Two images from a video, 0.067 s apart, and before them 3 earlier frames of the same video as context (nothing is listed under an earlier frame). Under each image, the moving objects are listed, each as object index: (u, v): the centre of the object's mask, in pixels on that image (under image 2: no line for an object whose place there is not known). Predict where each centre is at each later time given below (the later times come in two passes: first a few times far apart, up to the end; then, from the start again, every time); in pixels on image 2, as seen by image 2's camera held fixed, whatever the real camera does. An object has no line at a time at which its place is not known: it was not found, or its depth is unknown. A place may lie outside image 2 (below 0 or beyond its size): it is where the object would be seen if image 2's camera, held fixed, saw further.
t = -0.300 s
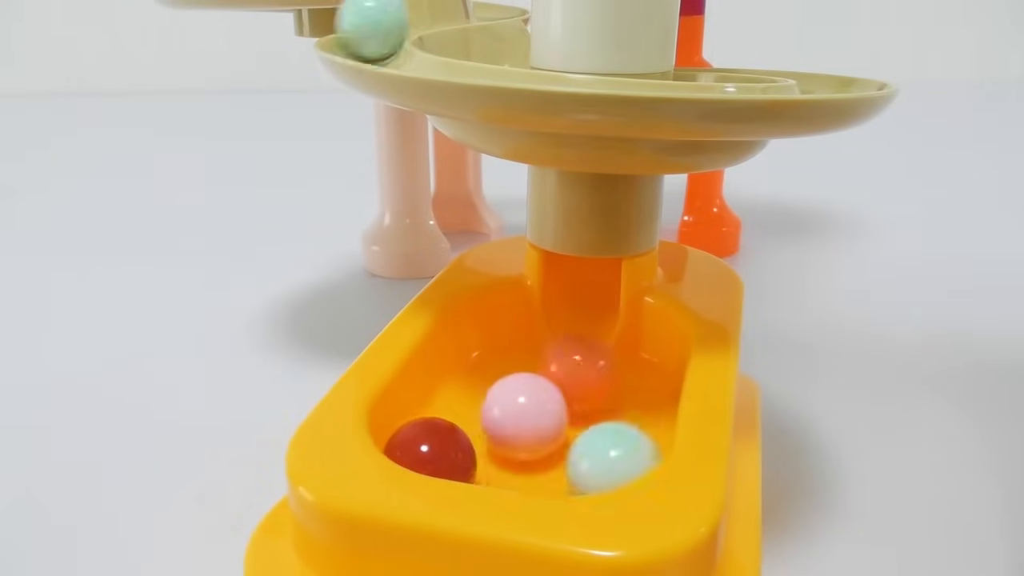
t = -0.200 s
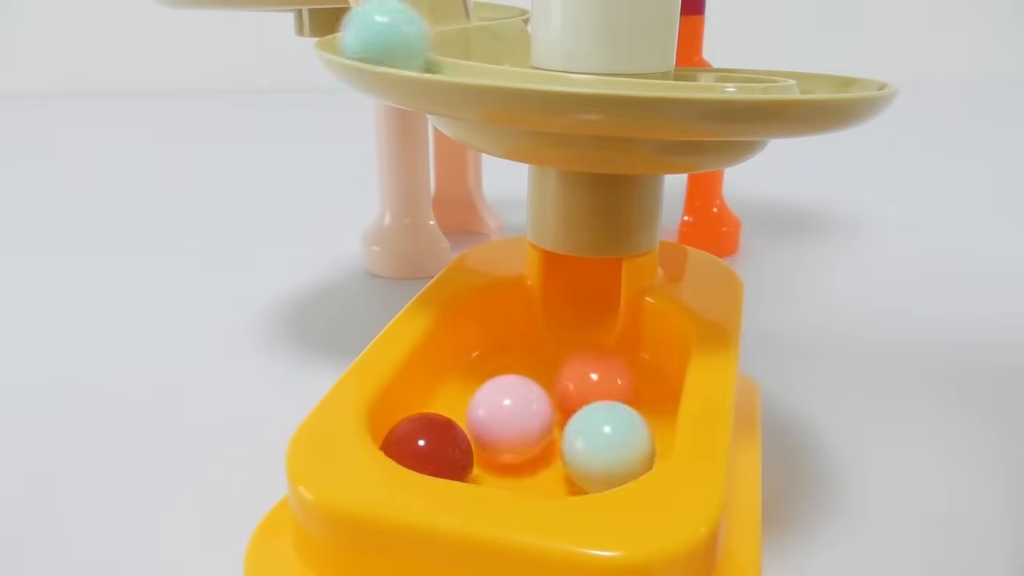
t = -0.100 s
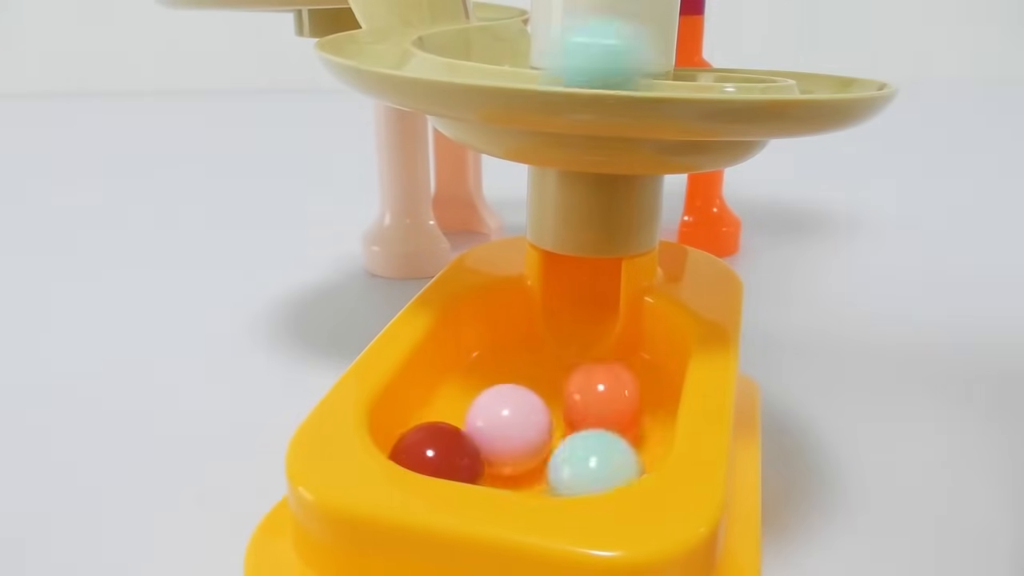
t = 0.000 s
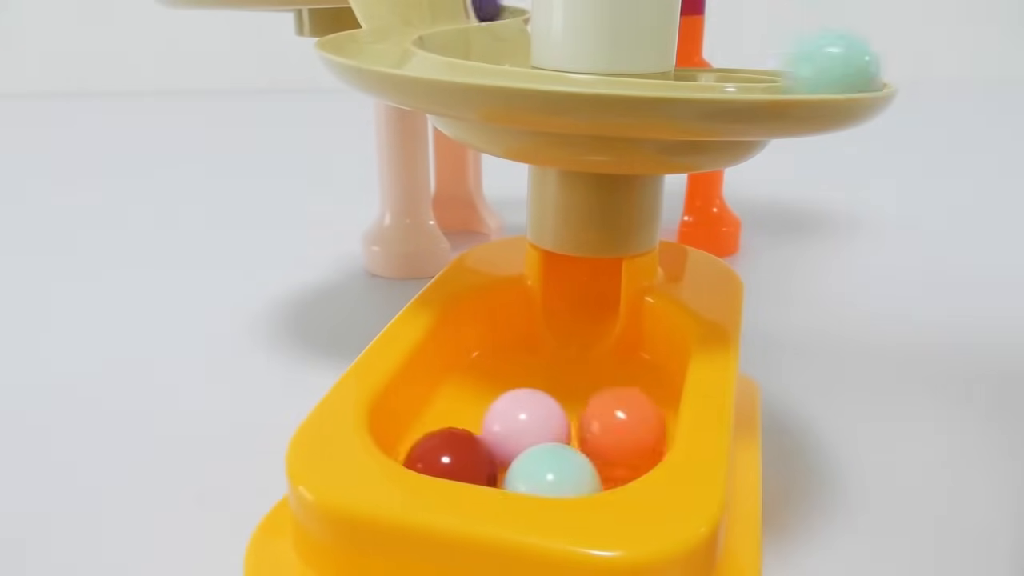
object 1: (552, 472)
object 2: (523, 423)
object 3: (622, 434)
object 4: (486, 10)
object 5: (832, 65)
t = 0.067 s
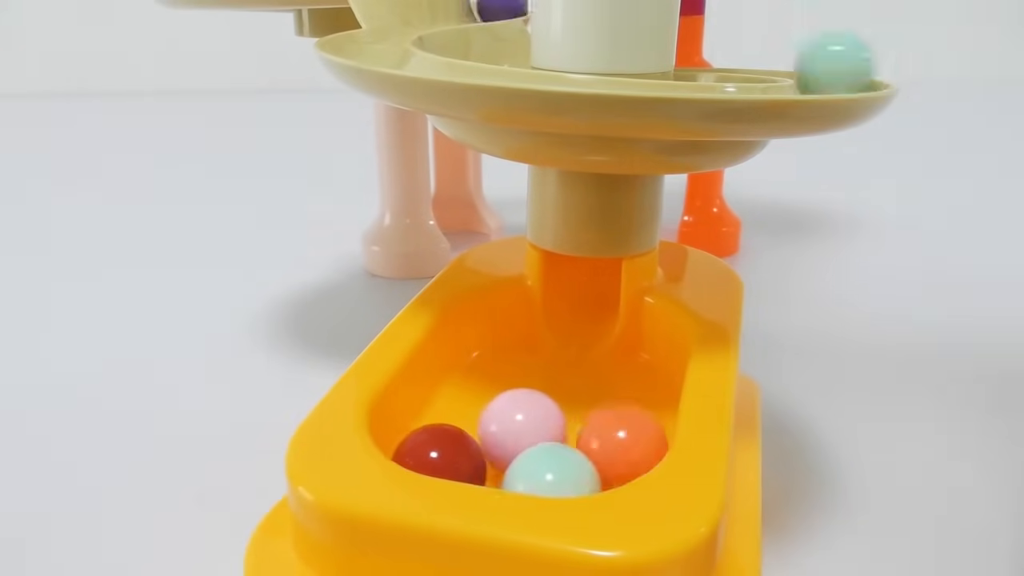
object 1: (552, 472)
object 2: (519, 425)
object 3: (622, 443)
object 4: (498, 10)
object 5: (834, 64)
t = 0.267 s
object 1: (521, 469)
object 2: (504, 416)
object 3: (610, 458)
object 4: (362, 31)
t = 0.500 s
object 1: (522, 469)
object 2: (507, 417)
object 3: (610, 459)
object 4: (745, 61)
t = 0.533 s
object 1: (522, 469)
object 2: (507, 417)
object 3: (610, 459)
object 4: (811, 64)
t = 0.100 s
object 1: (546, 473)
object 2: (512, 424)
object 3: (620, 447)
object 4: (492, 10)
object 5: (802, 60)
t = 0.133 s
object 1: (540, 472)
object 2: (508, 421)
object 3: (618, 450)
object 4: (471, 12)
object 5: (745, 53)
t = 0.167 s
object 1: (532, 471)
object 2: (506, 418)
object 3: (615, 453)
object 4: (436, 14)
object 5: (695, 51)
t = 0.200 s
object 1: (526, 470)
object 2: (505, 416)
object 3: (613, 457)
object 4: (399, 22)
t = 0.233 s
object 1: (523, 469)
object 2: (503, 415)
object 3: (611, 458)
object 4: (375, 29)
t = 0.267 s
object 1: (521, 469)
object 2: (504, 416)
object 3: (610, 458)
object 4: (362, 31)
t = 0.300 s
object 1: (522, 469)
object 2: (505, 416)
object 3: (610, 458)
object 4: (363, 32)
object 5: (484, 53)
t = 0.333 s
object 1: (522, 469)
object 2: (506, 417)
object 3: (610, 458)
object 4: (380, 35)
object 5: (468, 55)
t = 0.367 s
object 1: (522, 469)
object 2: (508, 417)
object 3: (610, 458)
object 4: (414, 40)
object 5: (472, 58)
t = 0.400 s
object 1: (522, 469)
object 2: (508, 417)
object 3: (610, 459)
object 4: (476, 46)
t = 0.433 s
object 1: (522, 469)
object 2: (508, 417)
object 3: (610, 459)
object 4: (558, 53)
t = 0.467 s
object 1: (522, 469)
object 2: (507, 417)
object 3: (610, 459)
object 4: (654, 58)
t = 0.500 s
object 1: (522, 469)
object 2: (507, 417)
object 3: (610, 459)
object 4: (745, 61)
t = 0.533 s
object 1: (522, 469)
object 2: (507, 417)
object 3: (610, 459)
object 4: (811, 64)
